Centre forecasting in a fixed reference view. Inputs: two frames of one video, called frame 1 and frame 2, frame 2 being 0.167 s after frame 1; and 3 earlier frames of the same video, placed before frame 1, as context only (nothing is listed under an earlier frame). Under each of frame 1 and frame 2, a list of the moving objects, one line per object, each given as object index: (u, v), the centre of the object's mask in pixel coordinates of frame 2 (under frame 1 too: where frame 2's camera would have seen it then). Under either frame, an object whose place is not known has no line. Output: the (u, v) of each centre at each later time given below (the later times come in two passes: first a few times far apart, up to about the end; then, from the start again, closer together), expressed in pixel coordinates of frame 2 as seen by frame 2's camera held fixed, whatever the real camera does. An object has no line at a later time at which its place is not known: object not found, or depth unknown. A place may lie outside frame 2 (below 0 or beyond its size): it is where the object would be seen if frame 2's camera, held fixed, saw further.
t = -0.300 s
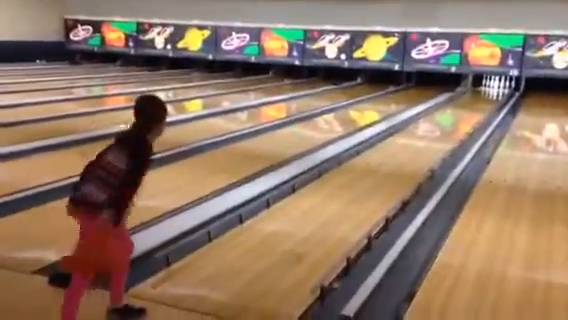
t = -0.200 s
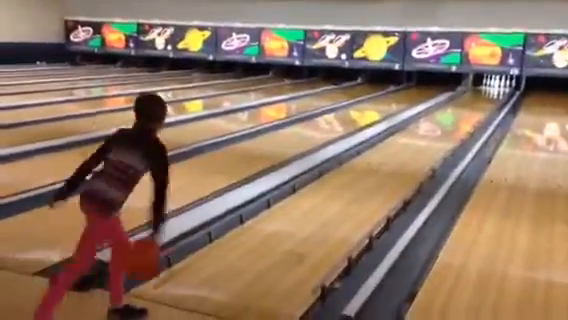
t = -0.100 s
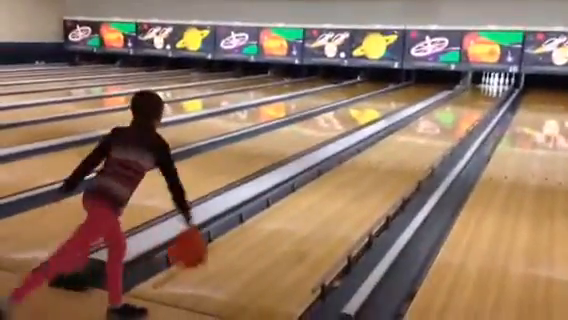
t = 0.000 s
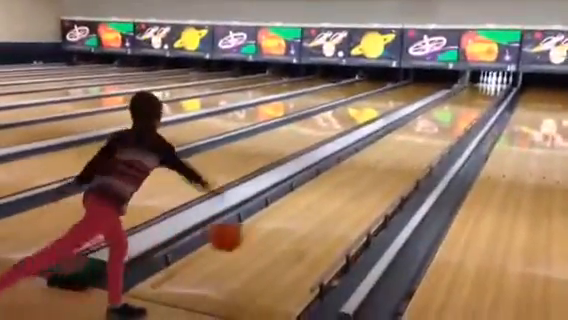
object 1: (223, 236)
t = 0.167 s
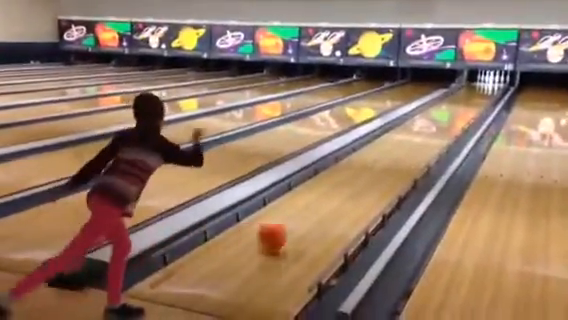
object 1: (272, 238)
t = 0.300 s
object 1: (301, 219)
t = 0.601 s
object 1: (349, 189)
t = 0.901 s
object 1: (382, 163)
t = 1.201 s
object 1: (406, 149)
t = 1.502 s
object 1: (423, 137)
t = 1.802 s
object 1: (437, 126)
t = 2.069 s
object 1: (443, 122)
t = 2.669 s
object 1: (461, 107)
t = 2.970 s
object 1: (469, 101)
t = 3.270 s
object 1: (475, 97)
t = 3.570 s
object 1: (478, 94)
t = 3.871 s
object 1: (480, 92)
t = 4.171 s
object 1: (482, 92)
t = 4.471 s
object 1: (484, 93)
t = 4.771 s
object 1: (489, 90)
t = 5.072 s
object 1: (490, 89)
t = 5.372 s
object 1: (490, 89)
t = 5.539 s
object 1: (489, 89)
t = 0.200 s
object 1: (280, 230)
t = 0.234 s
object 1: (287, 225)
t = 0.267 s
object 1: (294, 221)
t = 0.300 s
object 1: (301, 219)
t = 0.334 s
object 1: (308, 215)
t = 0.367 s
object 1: (314, 210)
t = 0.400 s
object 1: (320, 207)
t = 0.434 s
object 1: (326, 203)
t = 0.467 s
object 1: (331, 200)
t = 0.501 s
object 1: (335, 196)
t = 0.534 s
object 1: (341, 193)
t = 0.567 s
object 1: (346, 192)
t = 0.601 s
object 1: (349, 189)
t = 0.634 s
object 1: (355, 181)
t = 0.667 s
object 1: (357, 183)
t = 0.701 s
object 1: (361, 177)
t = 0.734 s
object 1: (365, 175)
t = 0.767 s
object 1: (367, 174)
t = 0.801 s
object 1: (371, 170)
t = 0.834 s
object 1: (375, 168)
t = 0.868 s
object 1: (378, 166)
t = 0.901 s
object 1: (382, 163)
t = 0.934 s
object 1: (385, 162)
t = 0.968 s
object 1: (387, 160)
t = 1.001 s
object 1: (390, 159)
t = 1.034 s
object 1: (393, 157)
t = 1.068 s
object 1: (395, 156)
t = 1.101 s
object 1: (399, 154)
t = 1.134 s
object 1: (401, 153)
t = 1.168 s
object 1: (403, 152)
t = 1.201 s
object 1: (406, 149)
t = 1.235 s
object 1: (408, 147)
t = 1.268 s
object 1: (410, 145)
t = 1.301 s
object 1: (410, 145)
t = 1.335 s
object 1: (413, 144)
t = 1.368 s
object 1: (415, 142)
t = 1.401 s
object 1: (417, 141)
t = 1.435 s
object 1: (419, 139)
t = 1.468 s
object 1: (420, 138)
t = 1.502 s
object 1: (423, 137)
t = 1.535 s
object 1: (425, 137)
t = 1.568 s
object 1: (425, 137)
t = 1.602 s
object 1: (428, 133)
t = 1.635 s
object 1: (431, 133)
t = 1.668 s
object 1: (431, 133)
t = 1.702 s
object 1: (432, 130)
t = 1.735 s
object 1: (435, 128)
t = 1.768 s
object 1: (436, 127)
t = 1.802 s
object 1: (437, 126)
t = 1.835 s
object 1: (437, 126)
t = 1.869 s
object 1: (438, 126)
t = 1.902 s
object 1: (439, 125)
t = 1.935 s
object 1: (439, 125)
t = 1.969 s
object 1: (442, 122)
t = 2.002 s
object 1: (442, 122)
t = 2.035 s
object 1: (443, 122)
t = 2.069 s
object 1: (443, 122)
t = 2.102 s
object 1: (443, 123)
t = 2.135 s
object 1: (443, 123)
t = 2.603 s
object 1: (459, 107)
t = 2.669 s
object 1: (461, 107)
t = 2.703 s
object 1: (463, 105)
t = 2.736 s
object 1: (463, 105)
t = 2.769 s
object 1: (464, 105)
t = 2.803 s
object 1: (465, 104)
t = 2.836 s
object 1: (465, 104)
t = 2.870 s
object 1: (467, 102)
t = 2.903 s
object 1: (468, 102)
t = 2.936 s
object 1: (468, 101)
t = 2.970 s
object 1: (469, 101)
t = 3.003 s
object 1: (469, 100)
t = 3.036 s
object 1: (471, 101)
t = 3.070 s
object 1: (470, 100)
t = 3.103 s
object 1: (471, 99)
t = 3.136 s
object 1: (472, 99)
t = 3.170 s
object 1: (472, 99)
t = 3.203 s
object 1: (474, 99)
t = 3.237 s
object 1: (474, 98)
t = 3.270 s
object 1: (475, 97)
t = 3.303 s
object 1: (475, 97)
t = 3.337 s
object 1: (476, 97)
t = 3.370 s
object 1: (476, 96)
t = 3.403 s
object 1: (477, 96)
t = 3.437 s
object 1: (477, 96)
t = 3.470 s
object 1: (477, 96)
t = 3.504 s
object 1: (477, 95)
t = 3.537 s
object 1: (477, 95)
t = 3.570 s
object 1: (478, 94)
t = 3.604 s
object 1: (478, 94)
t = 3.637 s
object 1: (478, 94)
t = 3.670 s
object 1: (479, 93)
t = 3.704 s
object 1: (480, 92)
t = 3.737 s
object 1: (480, 92)
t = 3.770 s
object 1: (480, 92)
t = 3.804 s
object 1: (480, 92)
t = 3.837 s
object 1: (480, 92)
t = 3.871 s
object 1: (480, 92)
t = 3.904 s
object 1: (480, 93)
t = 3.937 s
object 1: (481, 92)
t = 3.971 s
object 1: (481, 91)
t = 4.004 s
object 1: (481, 92)
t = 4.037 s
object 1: (481, 91)
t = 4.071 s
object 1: (481, 90)
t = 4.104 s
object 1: (482, 92)
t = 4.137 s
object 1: (482, 92)
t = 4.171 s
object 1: (482, 92)
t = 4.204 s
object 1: (482, 92)
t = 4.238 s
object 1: (483, 92)
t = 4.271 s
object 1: (483, 92)
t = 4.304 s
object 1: (483, 93)
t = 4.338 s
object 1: (483, 93)
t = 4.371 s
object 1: (483, 93)
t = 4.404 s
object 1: (484, 93)
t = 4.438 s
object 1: (484, 93)
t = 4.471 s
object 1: (484, 93)
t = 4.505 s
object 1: (485, 92)
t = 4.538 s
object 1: (485, 92)
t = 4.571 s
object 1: (486, 91)
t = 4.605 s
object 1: (486, 91)
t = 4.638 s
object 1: (487, 91)
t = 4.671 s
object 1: (488, 91)
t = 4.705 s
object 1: (488, 90)
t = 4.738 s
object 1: (488, 90)
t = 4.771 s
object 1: (489, 90)
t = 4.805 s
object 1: (489, 90)
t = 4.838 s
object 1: (488, 90)
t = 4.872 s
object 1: (489, 90)
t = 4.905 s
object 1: (489, 89)
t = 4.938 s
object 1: (489, 89)
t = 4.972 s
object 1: (489, 89)
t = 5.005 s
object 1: (489, 89)
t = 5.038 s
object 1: (489, 89)
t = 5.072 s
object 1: (490, 89)
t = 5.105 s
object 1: (488, 88)
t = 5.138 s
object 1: (488, 89)
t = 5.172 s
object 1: (490, 88)
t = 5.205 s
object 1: (490, 88)
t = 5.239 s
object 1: (490, 89)
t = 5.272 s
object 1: (490, 89)
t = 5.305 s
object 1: (489, 89)
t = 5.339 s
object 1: (489, 89)
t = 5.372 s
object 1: (490, 89)
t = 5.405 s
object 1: (491, 88)
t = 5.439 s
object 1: (491, 88)
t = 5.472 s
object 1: (491, 89)
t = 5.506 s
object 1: (490, 89)
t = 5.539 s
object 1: (489, 89)
